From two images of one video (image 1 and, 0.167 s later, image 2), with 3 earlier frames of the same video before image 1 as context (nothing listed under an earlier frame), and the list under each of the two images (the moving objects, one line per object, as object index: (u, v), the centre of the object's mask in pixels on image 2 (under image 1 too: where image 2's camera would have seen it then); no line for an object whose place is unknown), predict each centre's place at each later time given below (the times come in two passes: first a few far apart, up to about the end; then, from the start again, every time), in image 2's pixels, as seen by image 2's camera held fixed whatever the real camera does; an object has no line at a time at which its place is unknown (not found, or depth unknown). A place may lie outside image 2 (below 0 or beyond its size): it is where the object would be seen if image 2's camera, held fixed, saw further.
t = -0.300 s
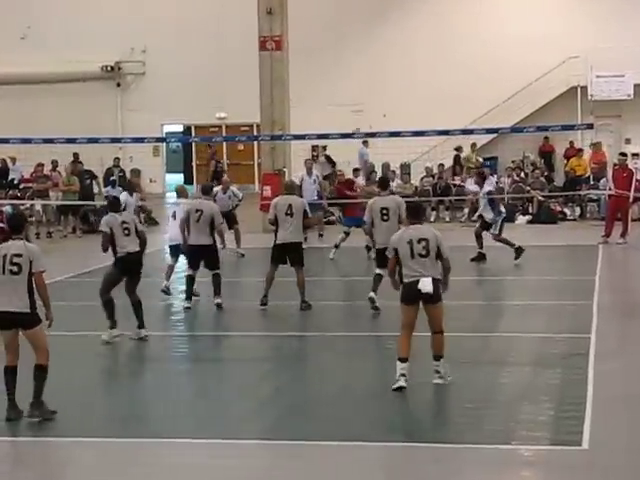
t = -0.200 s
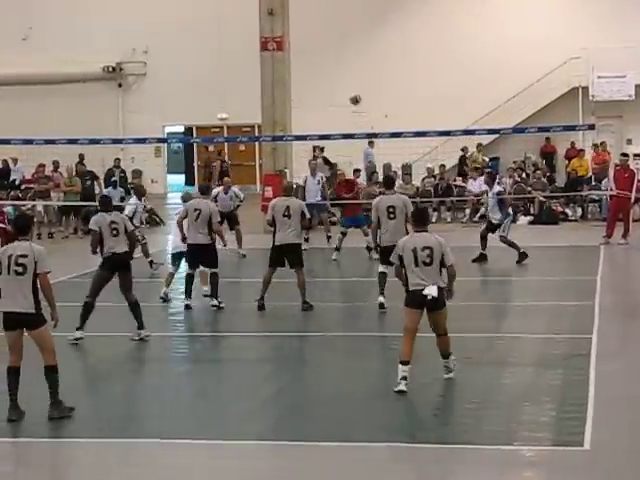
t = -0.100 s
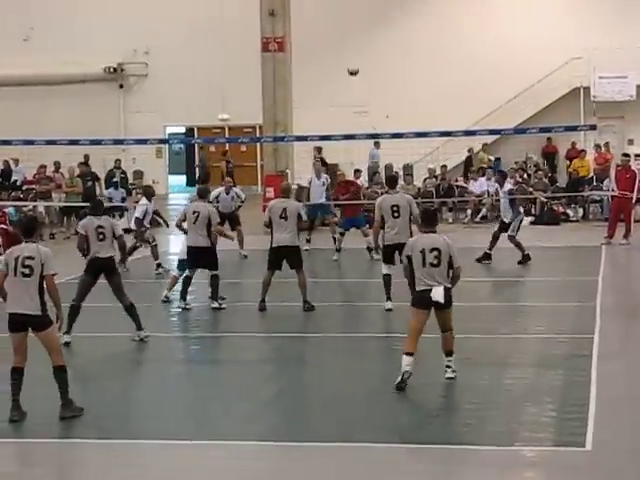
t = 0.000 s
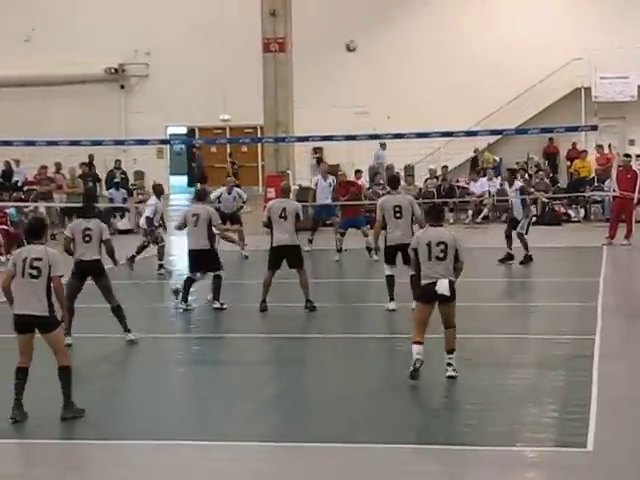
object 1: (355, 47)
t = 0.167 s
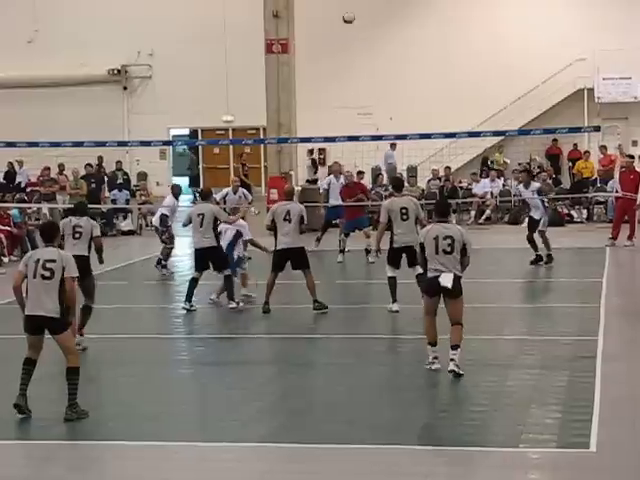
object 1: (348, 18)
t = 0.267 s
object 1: (346, 7)
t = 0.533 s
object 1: (338, 9)
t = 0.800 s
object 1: (331, 55)
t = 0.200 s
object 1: (348, 15)
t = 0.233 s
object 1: (347, 11)
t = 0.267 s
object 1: (346, 7)
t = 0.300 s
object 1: (344, 7)
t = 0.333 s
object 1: (344, 4)
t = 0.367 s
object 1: (343, 3)
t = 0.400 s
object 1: (342, 3)
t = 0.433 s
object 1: (340, 3)
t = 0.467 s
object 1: (340, 4)
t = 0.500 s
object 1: (339, 8)
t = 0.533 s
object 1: (338, 9)
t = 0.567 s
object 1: (337, 12)
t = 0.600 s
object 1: (337, 16)
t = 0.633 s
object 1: (336, 23)
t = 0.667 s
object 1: (335, 28)
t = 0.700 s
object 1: (334, 32)
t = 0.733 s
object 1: (333, 39)
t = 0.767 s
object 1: (332, 47)
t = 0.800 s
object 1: (331, 55)
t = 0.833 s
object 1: (331, 65)
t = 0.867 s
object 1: (330, 74)
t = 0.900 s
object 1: (329, 85)
